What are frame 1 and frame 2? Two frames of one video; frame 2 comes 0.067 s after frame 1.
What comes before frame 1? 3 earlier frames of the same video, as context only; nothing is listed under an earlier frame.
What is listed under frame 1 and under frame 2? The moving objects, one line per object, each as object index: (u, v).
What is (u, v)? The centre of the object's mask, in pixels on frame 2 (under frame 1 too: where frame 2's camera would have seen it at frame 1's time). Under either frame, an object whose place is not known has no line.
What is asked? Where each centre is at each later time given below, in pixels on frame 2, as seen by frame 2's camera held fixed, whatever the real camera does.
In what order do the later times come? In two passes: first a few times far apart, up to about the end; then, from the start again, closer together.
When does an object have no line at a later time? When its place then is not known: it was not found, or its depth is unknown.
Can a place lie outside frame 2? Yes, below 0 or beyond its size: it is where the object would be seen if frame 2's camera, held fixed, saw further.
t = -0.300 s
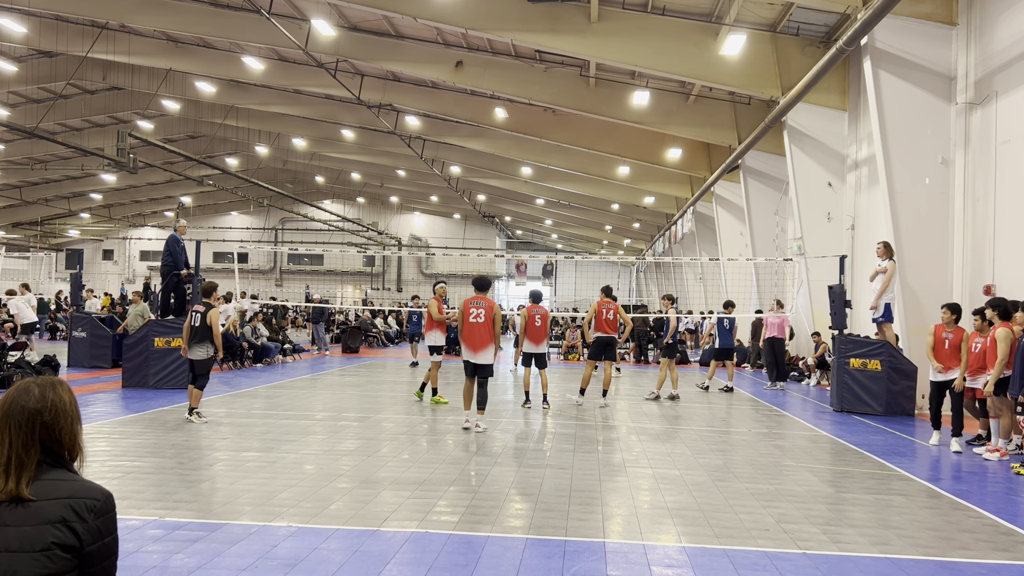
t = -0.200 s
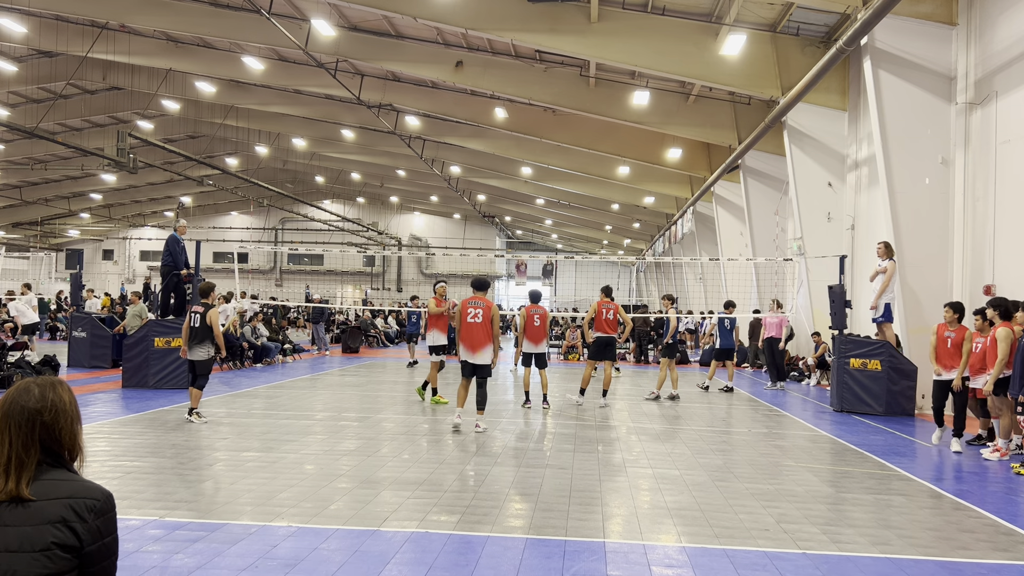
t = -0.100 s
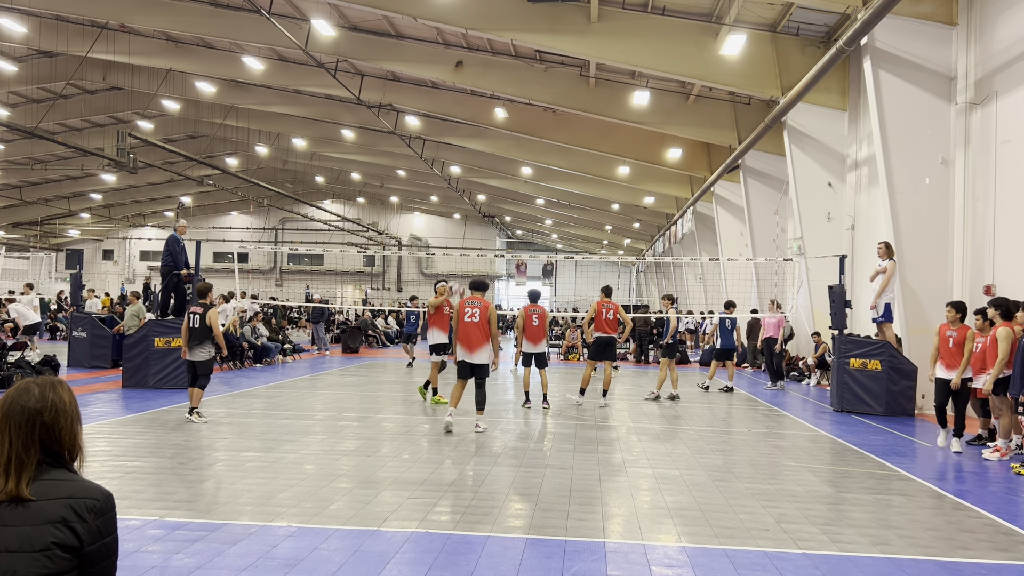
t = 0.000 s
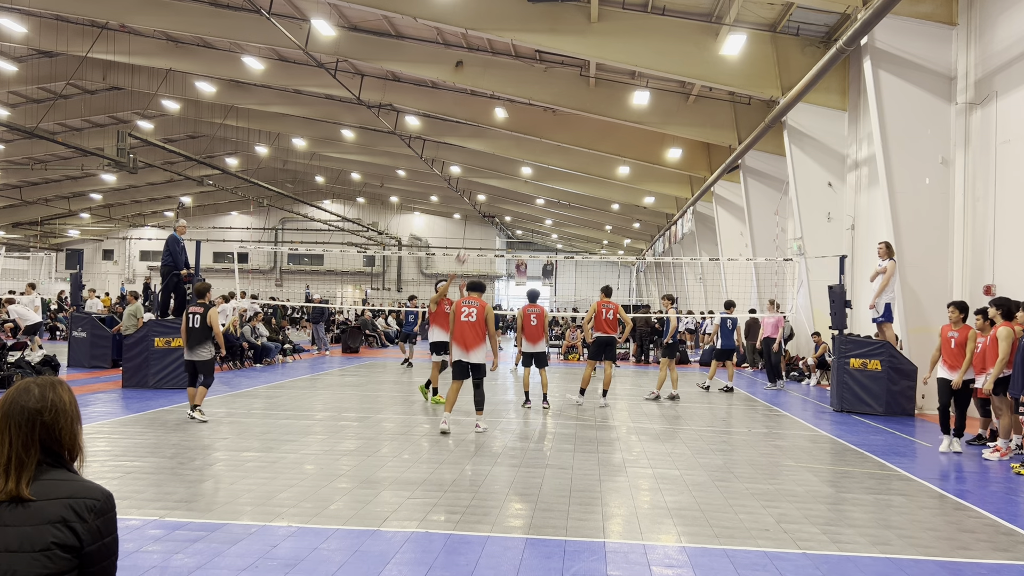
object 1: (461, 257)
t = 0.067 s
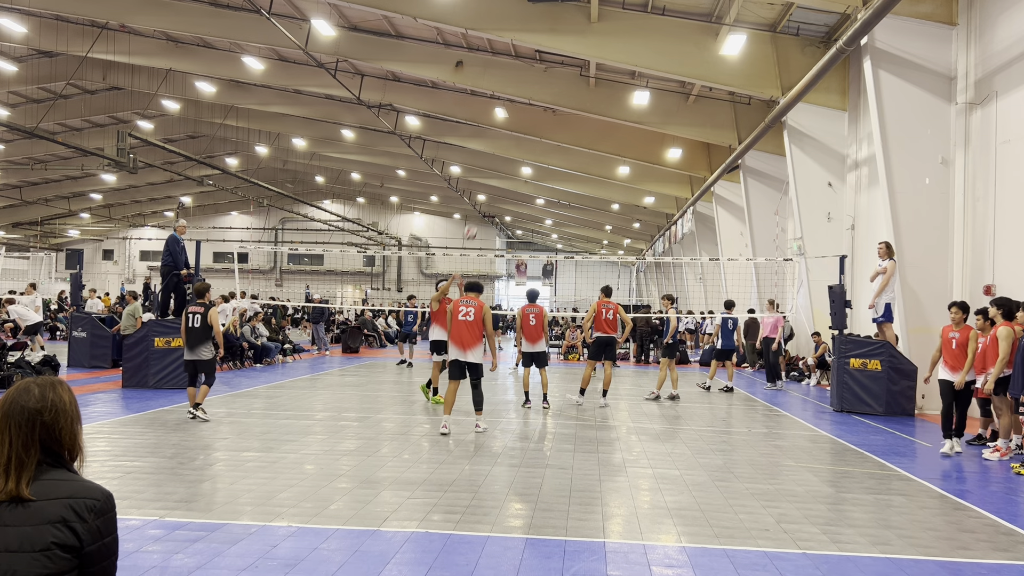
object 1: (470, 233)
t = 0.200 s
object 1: (488, 190)
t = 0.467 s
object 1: (533, 128)
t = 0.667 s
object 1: (571, 112)
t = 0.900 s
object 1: (626, 137)
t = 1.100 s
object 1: (684, 210)
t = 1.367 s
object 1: (786, 415)
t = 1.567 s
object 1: (857, 442)
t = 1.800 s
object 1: (911, 299)
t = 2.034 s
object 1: (974, 227)
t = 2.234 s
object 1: (1018, 237)
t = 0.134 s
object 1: (478, 210)
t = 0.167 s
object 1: (484, 199)
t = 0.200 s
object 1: (488, 190)
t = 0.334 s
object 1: (510, 153)
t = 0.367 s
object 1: (515, 146)
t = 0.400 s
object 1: (520, 140)
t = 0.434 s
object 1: (527, 134)
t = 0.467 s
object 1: (533, 128)
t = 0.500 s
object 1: (538, 124)
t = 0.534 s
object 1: (544, 120)
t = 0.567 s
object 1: (551, 117)
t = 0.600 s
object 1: (557, 114)
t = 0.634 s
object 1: (564, 112)
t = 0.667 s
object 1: (571, 112)
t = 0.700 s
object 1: (578, 112)
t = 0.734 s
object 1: (585, 114)
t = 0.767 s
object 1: (594, 116)
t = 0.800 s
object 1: (601, 120)
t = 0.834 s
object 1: (609, 125)
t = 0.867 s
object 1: (617, 130)
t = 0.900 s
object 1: (626, 137)
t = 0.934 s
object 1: (635, 146)
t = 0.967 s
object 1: (644, 156)
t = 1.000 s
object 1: (653, 167)
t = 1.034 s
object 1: (663, 180)
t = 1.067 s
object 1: (674, 194)
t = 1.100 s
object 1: (684, 210)
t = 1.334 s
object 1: (771, 379)
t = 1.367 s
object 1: (786, 415)
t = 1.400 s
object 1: (802, 453)
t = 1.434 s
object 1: (819, 492)
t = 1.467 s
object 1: (832, 525)
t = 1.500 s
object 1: (842, 494)
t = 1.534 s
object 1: (849, 469)
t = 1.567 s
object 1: (857, 442)
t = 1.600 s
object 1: (864, 418)
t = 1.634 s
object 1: (872, 394)
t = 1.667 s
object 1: (880, 373)
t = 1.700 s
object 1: (887, 352)
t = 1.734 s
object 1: (895, 333)
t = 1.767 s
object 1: (904, 314)
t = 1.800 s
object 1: (911, 299)
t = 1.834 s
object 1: (920, 282)
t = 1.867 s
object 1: (928, 270)
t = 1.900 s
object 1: (937, 258)
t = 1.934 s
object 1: (946, 248)
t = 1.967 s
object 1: (955, 239)
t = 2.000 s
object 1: (964, 233)
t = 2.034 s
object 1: (974, 227)
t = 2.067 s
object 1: (983, 224)
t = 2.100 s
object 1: (993, 223)
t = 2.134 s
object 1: (1002, 224)
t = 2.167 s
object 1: (1009, 226)
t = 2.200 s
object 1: (1014, 231)
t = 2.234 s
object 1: (1018, 237)
